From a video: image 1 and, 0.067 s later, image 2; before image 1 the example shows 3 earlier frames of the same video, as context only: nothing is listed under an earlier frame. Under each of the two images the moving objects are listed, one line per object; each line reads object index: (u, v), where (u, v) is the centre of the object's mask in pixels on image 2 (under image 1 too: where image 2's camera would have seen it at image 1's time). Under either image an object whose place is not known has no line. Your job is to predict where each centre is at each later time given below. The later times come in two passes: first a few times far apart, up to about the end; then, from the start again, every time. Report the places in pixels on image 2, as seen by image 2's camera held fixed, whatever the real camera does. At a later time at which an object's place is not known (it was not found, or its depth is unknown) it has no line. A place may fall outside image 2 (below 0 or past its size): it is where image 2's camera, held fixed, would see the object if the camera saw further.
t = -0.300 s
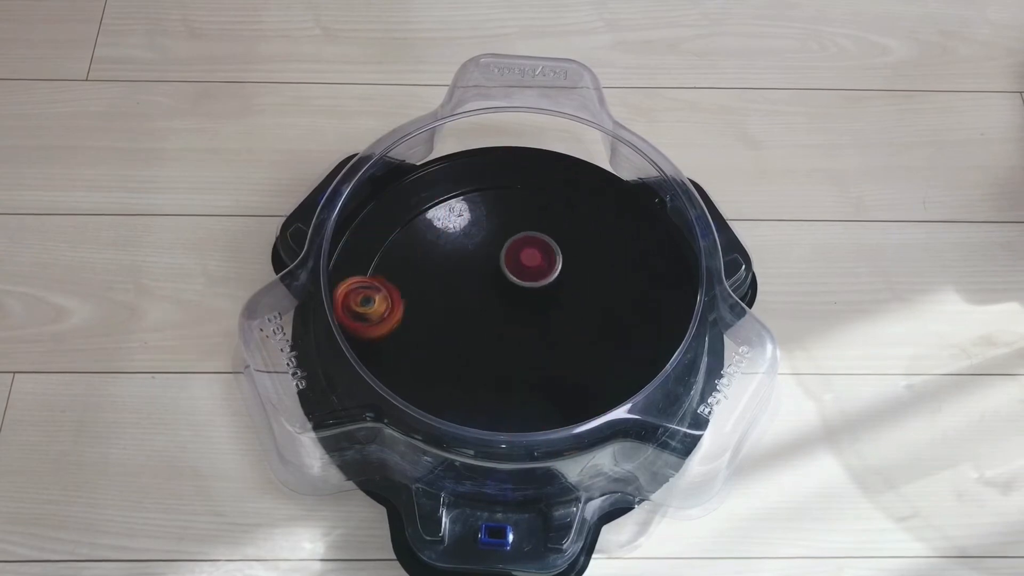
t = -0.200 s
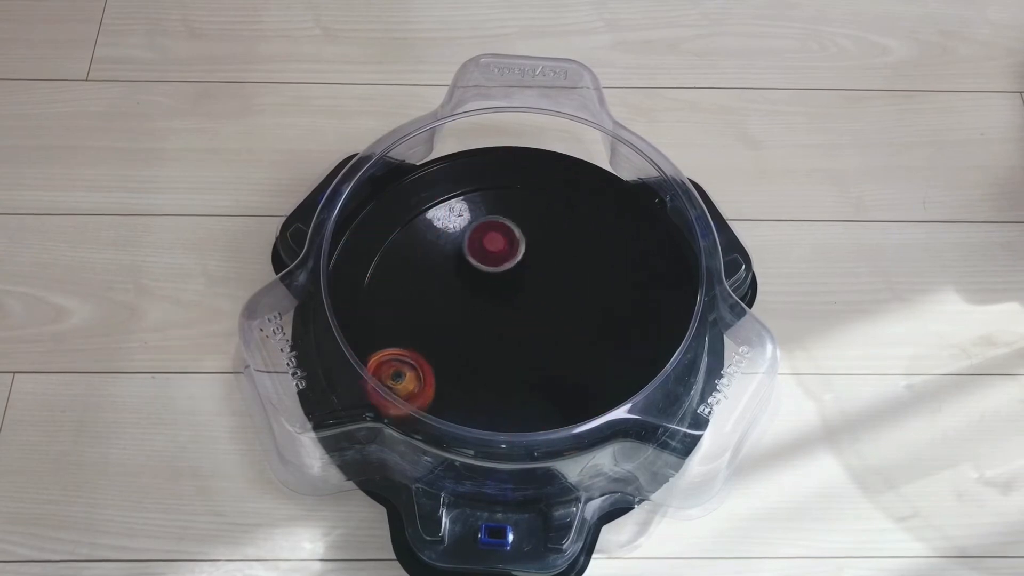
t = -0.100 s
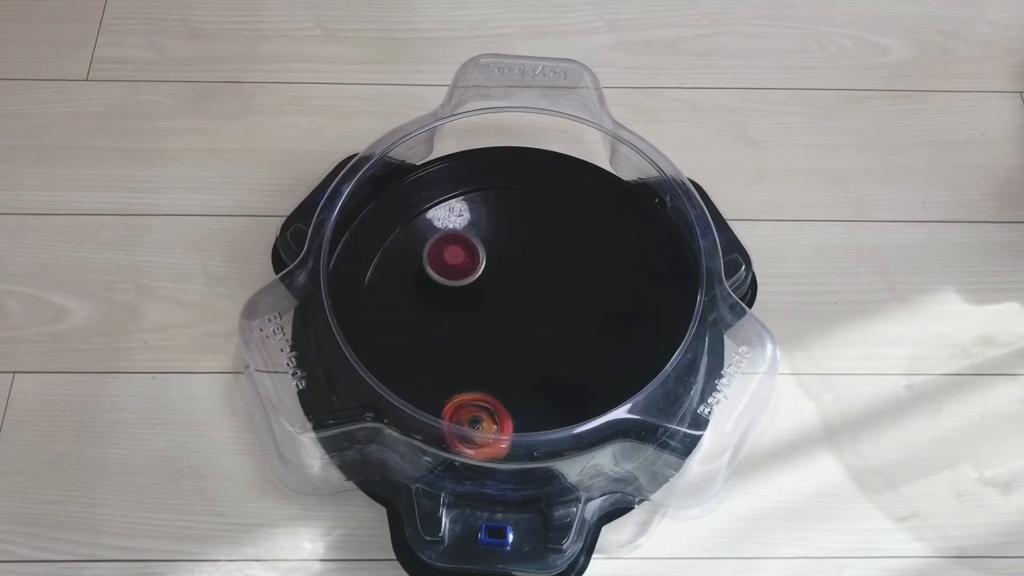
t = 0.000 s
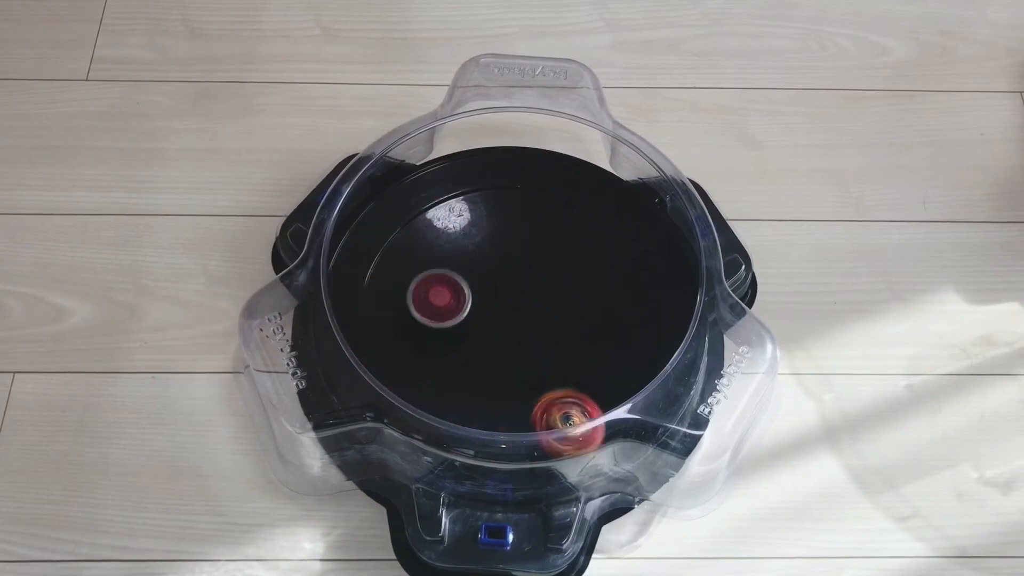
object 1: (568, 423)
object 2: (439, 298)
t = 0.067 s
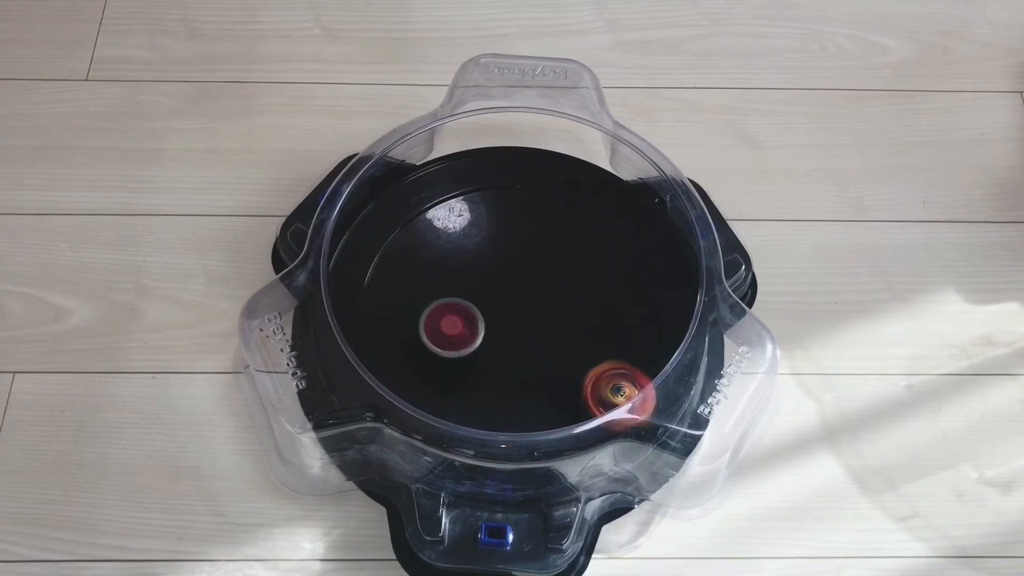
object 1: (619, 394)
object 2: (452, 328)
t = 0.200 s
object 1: (657, 303)
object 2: (513, 358)
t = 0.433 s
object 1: (541, 184)
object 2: (563, 322)
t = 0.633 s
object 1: (399, 234)
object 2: (547, 266)
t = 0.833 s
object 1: (388, 375)
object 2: (483, 283)
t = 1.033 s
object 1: (546, 431)
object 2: (506, 349)
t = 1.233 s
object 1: (661, 331)
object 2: (565, 334)
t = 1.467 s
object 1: (590, 223)
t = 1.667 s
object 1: (457, 215)
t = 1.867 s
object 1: (370, 279)
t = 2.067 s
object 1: (412, 373)
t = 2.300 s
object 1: (558, 379)
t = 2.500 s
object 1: (615, 284)
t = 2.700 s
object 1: (565, 204)
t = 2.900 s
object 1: (466, 219)
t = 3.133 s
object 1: (429, 337)
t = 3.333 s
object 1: (508, 413)
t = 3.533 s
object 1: (604, 381)
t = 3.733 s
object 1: (603, 287)
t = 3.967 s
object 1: (494, 229)
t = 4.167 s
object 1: (404, 263)
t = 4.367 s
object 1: (415, 352)
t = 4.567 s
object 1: (510, 401)
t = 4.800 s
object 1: (572, 420)
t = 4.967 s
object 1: (591, 359)
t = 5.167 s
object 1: (571, 288)
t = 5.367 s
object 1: (575, 230)
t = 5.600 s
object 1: (573, 215)
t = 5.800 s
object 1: (552, 256)
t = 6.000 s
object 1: (550, 272)
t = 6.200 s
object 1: (528, 299)
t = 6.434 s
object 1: (494, 310)
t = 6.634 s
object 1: (469, 317)
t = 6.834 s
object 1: (450, 295)
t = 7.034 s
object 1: (463, 275)
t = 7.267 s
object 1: (511, 271)
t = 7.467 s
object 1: (538, 291)
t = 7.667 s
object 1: (576, 304)
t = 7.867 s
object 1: (562, 320)
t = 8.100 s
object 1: (560, 320)
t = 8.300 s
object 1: (560, 321)
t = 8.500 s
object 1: (559, 321)
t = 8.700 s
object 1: (559, 322)
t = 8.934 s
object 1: (559, 322)
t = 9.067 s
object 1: (559, 321)
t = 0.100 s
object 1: (637, 373)
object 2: (464, 340)
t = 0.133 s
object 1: (646, 349)
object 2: (480, 349)
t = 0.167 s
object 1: (654, 327)
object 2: (497, 354)
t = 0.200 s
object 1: (657, 303)
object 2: (513, 358)
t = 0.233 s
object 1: (653, 279)
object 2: (527, 358)
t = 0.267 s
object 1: (644, 256)
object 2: (539, 357)
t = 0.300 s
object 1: (630, 234)
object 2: (548, 350)
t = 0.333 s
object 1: (612, 216)
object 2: (555, 344)
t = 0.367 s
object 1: (590, 202)
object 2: (558, 337)
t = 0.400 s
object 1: (566, 191)
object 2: (561, 330)
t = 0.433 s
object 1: (541, 184)
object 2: (563, 322)
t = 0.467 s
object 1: (515, 183)
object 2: (564, 314)
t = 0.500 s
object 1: (489, 185)
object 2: (565, 304)
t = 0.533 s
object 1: (463, 191)
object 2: (565, 294)
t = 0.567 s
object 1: (440, 202)
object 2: (562, 284)
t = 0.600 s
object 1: (417, 216)
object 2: (556, 274)
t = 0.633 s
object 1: (399, 234)
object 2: (547, 266)
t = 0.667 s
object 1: (385, 254)
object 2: (537, 261)
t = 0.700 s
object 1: (375, 277)
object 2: (525, 258)
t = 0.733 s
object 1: (371, 302)
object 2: (512, 260)
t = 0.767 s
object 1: (372, 326)
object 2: (501, 265)
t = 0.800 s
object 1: (378, 351)
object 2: (491, 273)
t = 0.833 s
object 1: (388, 375)
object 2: (483, 283)
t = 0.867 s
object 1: (406, 396)
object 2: (478, 295)
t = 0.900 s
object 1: (429, 411)
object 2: (477, 307)
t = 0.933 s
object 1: (457, 424)
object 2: (480, 320)
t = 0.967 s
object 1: (485, 432)
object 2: (485, 331)
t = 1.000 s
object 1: (516, 434)
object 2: (494, 341)
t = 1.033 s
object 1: (546, 431)
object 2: (506, 349)
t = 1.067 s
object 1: (573, 423)
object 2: (519, 355)
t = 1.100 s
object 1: (598, 410)
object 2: (533, 357)
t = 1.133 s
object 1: (619, 393)
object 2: (547, 356)
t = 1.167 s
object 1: (633, 372)
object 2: (560, 353)
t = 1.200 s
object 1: (642, 350)
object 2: (571, 346)
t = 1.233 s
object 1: (661, 331)
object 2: (565, 334)
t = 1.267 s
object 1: (669, 313)
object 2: (545, 317)
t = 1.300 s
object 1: (682, 294)
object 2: (527, 301)
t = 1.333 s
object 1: (671, 277)
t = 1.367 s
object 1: (654, 262)
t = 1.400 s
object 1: (633, 248)
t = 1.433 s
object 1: (611, 234)
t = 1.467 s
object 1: (590, 223)
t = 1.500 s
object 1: (566, 215)
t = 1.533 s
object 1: (544, 210)
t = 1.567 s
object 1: (521, 209)
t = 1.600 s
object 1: (499, 209)
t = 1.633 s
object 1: (478, 210)
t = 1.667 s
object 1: (457, 215)
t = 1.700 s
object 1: (438, 220)
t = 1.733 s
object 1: (419, 228)
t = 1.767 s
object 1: (403, 237)
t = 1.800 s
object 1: (388, 249)
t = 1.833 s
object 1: (375, 262)
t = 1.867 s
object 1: (370, 279)
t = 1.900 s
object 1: (373, 297)
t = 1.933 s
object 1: (375, 315)
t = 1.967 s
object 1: (381, 333)
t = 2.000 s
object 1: (389, 348)
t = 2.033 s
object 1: (400, 361)
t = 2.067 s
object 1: (412, 373)
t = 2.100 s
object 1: (430, 383)
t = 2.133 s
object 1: (449, 392)
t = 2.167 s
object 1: (471, 396)
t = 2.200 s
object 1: (494, 399)
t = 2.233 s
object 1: (517, 396)
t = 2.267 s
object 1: (538, 390)
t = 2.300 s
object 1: (558, 379)
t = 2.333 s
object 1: (574, 367)
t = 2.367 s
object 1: (588, 352)
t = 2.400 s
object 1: (599, 336)
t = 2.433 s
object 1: (608, 319)
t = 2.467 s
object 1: (612, 302)
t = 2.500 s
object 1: (615, 284)
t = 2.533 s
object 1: (613, 267)
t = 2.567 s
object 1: (609, 251)
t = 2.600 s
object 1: (601, 236)
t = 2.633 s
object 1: (592, 223)
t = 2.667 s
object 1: (579, 212)
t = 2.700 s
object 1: (565, 204)
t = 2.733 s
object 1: (550, 199)
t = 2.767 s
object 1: (534, 197)
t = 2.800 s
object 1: (515, 197)
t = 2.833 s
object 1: (498, 202)
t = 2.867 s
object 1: (481, 209)
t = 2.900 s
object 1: (466, 219)
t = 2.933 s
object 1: (452, 233)
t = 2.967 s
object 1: (441, 248)
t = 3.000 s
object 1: (432, 265)
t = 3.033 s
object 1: (426, 282)
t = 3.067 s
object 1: (425, 301)
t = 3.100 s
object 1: (425, 319)
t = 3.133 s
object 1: (429, 337)
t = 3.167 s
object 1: (436, 355)
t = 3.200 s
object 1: (446, 370)
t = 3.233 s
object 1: (458, 385)
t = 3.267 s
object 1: (472, 397)
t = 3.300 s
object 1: (490, 404)
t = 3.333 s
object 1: (508, 413)
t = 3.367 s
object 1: (527, 416)
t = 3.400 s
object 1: (547, 416)
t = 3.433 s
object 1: (562, 405)
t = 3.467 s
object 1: (579, 399)
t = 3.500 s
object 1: (593, 392)
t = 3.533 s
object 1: (604, 381)
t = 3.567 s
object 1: (614, 367)
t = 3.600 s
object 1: (618, 352)
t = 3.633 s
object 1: (620, 334)
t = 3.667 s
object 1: (617, 317)
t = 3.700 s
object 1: (611, 302)
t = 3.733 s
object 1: (603, 287)
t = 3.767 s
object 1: (591, 273)
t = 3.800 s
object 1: (578, 261)
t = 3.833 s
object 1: (563, 251)
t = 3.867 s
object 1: (546, 242)
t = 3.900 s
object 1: (529, 236)
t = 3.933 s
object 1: (511, 231)
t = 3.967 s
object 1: (494, 229)
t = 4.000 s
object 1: (474, 229)
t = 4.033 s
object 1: (458, 232)
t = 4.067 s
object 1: (442, 236)
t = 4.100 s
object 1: (426, 244)
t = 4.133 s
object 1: (414, 252)
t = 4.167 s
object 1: (404, 263)
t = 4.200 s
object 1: (396, 276)
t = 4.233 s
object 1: (393, 291)
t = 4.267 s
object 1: (393, 307)
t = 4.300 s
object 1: (395, 322)
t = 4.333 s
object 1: (404, 338)
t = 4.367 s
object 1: (415, 352)
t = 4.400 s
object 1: (428, 363)
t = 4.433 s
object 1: (446, 373)
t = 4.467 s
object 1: (464, 380)
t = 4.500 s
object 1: (483, 384)
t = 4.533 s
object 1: (503, 386)
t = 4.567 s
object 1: (510, 401)
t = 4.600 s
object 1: (518, 418)
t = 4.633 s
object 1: (524, 426)
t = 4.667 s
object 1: (533, 429)
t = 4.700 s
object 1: (542, 429)
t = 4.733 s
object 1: (553, 428)
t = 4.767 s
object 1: (562, 425)
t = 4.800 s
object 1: (572, 420)
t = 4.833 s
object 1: (579, 413)
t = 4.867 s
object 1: (583, 399)
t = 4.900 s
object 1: (592, 385)
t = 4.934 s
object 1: (592, 373)
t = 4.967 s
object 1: (591, 359)
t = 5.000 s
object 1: (589, 346)
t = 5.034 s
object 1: (586, 334)
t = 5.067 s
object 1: (583, 322)
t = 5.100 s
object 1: (578, 310)
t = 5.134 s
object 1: (575, 299)
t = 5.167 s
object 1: (571, 288)
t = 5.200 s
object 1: (567, 277)
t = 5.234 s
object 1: (562, 266)
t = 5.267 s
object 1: (565, 254)
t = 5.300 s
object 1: (571, 245)
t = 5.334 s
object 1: (574, 237)
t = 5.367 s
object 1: (575, 230)
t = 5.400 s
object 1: (576, 224)
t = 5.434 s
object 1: (576, 219)
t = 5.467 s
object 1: (576, 216)
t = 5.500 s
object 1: (576, 214)
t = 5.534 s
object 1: (575, 212)
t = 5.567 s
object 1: (574, 212)
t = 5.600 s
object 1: (573, 215)
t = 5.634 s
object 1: (572, 218)
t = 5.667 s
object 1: (569, 223)
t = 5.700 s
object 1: (565, 230)
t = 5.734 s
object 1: (562, 238)
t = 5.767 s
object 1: (557, 247)
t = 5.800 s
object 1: (552, 256)
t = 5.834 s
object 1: (548, 268)
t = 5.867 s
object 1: (553, 266)
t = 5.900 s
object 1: (554, 265)
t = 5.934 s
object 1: (554, 267)
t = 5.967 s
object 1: (552, 268)
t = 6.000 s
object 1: (550, 272)
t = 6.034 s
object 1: (548, 276)
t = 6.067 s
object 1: (545, 279)
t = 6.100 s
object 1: (542, 283)
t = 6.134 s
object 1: (537, 289)
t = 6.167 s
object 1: (533, 294)
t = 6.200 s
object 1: (528, 299)
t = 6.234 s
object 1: (522, 305)
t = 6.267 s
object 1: (517, 312)
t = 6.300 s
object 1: (512, 316)
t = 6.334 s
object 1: (507, 311)
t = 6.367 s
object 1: (503, 309)
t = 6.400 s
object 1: (498, 310)
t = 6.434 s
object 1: (494, 310)
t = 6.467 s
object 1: (489, 312)
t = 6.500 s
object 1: (482, 314)
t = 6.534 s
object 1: (480, 314)
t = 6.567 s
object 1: (476, 315)
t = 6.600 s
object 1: (471, 317)
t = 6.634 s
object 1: (469, 317)
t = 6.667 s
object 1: (465, 316)
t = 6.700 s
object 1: (462, 317)
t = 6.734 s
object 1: (457, 311)
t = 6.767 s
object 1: (454, 306)
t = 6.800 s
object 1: (453, 301)
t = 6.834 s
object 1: (450, 295)
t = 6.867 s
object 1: (451, 291)
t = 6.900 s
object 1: (451, 286)
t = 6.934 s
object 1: (451, 282)
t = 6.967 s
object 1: (456, 278)
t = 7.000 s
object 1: (460, 277)
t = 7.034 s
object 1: (463, 275)
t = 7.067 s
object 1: (468, 273)
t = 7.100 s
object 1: (476, 272)
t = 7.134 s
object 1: (483, 274)
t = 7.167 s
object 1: (489, 273)
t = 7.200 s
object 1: (495, 268)
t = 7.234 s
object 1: (504, 268)
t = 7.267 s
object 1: (511, 271)
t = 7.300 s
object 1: (514, 274)
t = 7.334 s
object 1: (518, 276)
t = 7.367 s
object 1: (522, 280)
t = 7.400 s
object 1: (526, 283)
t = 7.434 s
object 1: (531, 286)
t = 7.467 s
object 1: (538, 291)
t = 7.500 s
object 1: (542, 295)
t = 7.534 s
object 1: (549, 298)
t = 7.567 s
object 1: (561, 300)
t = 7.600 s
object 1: (569, 303)
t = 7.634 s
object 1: (574, 303)
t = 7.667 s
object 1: (576, 304)
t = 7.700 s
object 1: (576, 307)
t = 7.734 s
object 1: (573, 310)
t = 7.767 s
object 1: (570, 313)
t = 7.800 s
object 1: (567, 316)
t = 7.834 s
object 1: (564, 319)
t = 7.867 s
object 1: (562, 320)
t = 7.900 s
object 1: (560, 321)
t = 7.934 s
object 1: (558, 322)
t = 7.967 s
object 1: (559, 322)
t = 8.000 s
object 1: (559, 321)
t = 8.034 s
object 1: (559, 321)
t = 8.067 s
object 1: (560, 321)
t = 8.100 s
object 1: (560, 320)
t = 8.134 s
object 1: (560, 321)
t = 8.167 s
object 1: (560, 321)
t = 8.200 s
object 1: (560, 320)
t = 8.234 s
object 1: (560, 321)
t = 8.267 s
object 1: (560, 321)
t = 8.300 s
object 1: (560, 321)
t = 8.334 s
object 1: (559, 321)
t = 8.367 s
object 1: (559, 321)
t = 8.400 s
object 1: (560, 321)
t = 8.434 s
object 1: (559, 322)
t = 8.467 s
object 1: (559, 322)
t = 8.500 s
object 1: (559, 321)
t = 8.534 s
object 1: (559, 320)
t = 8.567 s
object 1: (559, 320)
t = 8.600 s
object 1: (559, 320)
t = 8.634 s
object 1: (559, 321)
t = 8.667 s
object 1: (559, 322)
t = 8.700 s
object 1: (559, 322)
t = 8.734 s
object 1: (559, 322)
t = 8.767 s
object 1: (559, 320)
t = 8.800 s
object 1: (560, 320)
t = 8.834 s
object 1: (560, 320)
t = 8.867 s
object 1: (559, 321)
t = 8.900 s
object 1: (559, 322)
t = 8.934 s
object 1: (559, 322)
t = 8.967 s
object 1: (559, 321)
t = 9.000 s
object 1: (560, 320)
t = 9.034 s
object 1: (560, 320)
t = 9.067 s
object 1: (559, 321)
